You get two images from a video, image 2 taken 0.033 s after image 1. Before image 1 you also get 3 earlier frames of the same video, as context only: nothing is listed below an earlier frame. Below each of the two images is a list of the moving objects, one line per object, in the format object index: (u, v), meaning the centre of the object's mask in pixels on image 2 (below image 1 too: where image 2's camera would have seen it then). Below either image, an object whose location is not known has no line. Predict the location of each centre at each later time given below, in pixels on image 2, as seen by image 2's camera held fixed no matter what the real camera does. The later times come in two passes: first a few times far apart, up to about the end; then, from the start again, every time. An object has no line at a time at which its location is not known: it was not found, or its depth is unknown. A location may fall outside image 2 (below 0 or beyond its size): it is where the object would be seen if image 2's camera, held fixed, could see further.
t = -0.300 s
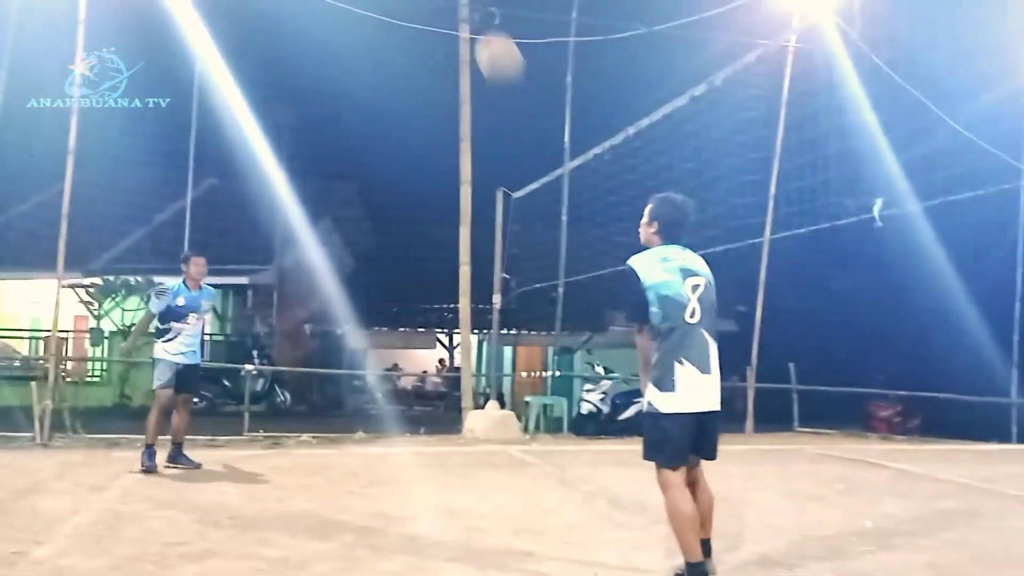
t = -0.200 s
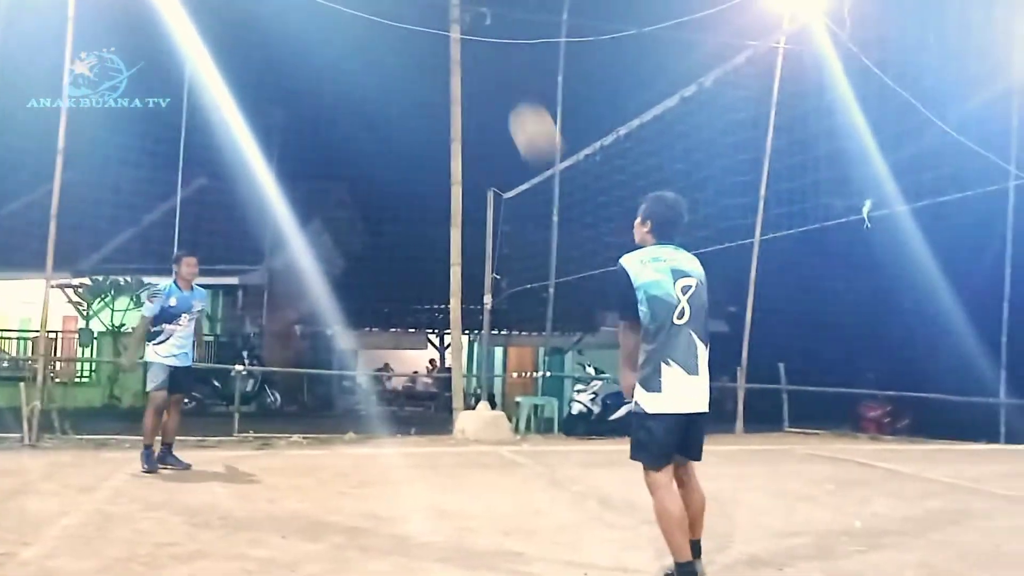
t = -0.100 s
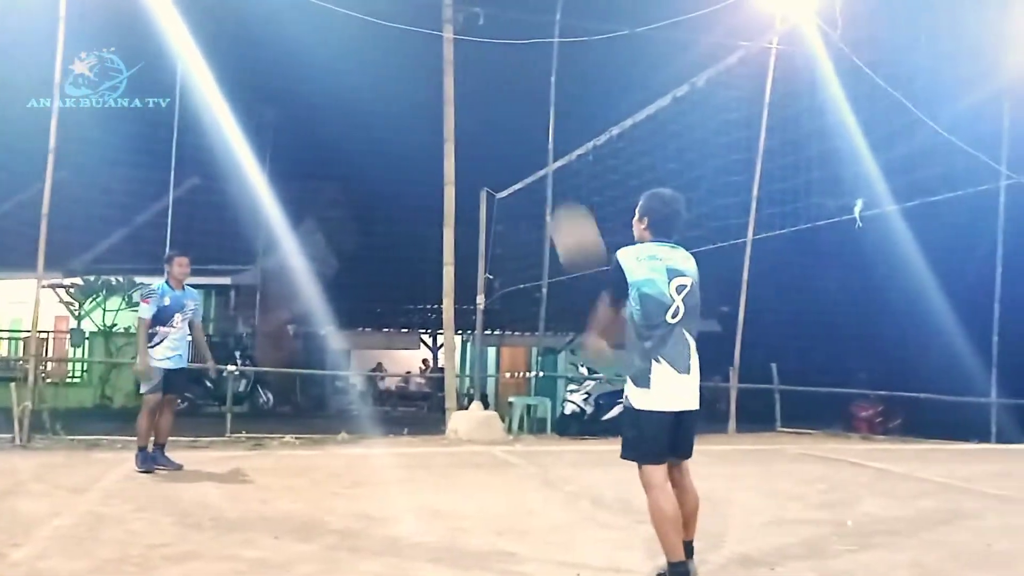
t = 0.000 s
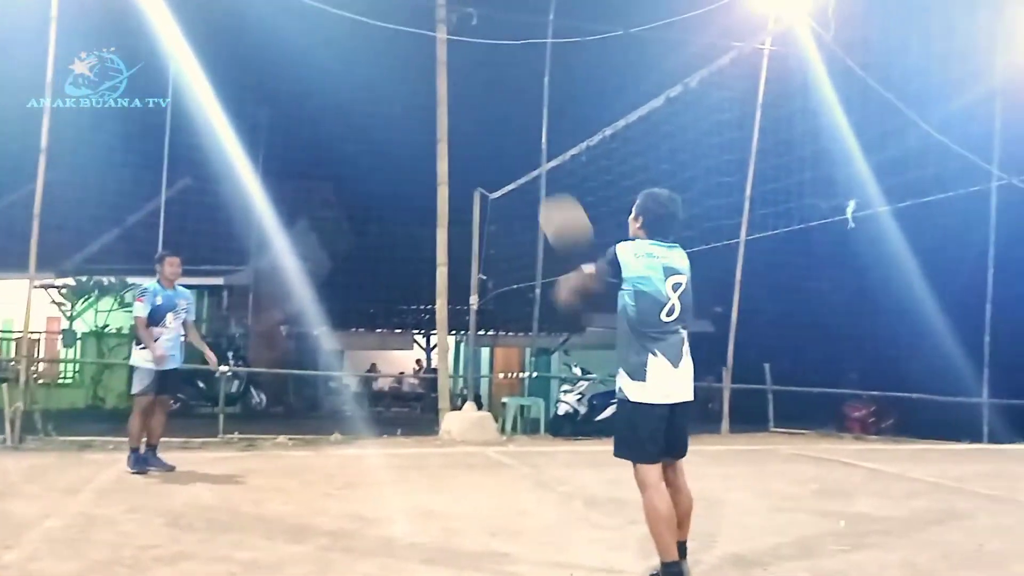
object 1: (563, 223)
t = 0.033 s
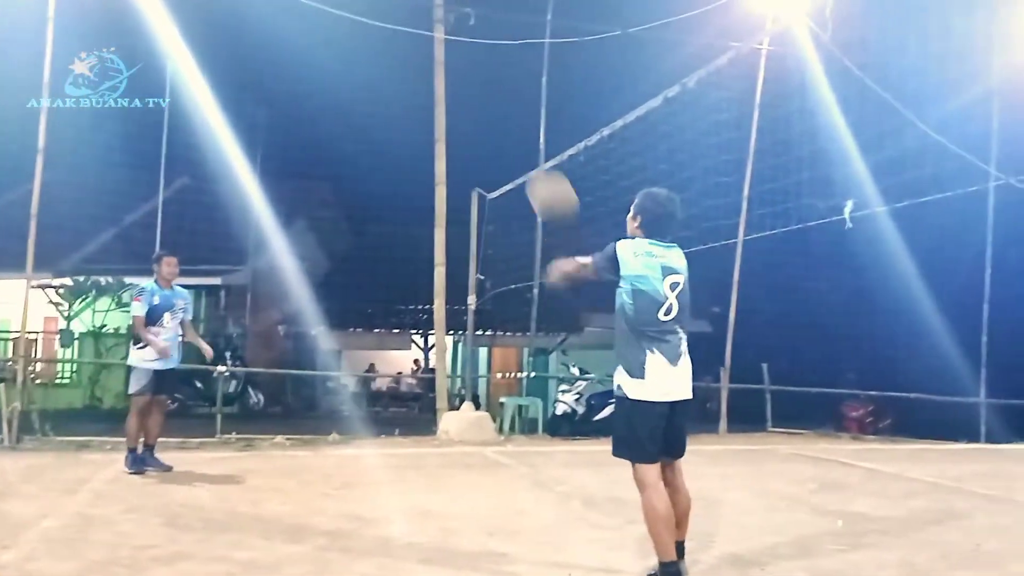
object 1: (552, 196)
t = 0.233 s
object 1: (492, 95)
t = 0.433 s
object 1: (443, 79)
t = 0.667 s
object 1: (395, 137)
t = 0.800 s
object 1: (370, 201)
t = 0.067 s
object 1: (541, 172)
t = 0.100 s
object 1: (529, 149)
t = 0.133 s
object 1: (519, 132)
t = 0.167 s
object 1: (511, 118)
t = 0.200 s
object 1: (501, 105)
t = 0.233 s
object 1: (492, 95)
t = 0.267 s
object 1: (483, 87)
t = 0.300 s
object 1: (475, 82)
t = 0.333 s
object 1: (467, 78)
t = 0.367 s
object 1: (460, 76)
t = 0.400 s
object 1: (451, 76)
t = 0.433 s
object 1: (443, 79)
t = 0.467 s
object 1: (435, 82)
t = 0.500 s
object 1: (428, 87)
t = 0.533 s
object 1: (420, 95)
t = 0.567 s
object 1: (414, 103)
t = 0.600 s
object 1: (407, 114)
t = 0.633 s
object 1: (401, 125)
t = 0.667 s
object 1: (395, 137)
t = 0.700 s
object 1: (388, 151)
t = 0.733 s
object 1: (382, 167)
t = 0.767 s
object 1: (376, 184)
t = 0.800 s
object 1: (370, 201)
